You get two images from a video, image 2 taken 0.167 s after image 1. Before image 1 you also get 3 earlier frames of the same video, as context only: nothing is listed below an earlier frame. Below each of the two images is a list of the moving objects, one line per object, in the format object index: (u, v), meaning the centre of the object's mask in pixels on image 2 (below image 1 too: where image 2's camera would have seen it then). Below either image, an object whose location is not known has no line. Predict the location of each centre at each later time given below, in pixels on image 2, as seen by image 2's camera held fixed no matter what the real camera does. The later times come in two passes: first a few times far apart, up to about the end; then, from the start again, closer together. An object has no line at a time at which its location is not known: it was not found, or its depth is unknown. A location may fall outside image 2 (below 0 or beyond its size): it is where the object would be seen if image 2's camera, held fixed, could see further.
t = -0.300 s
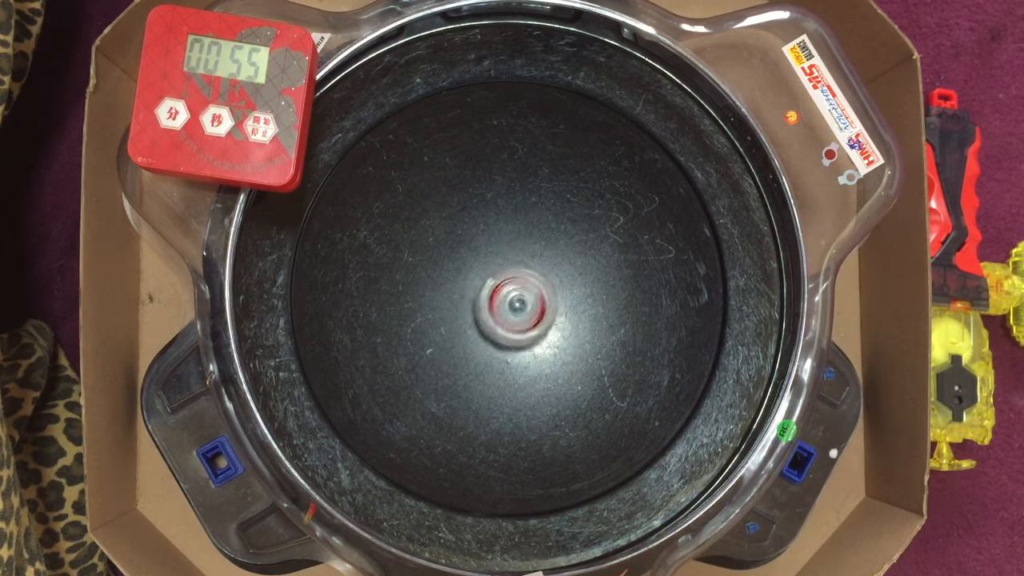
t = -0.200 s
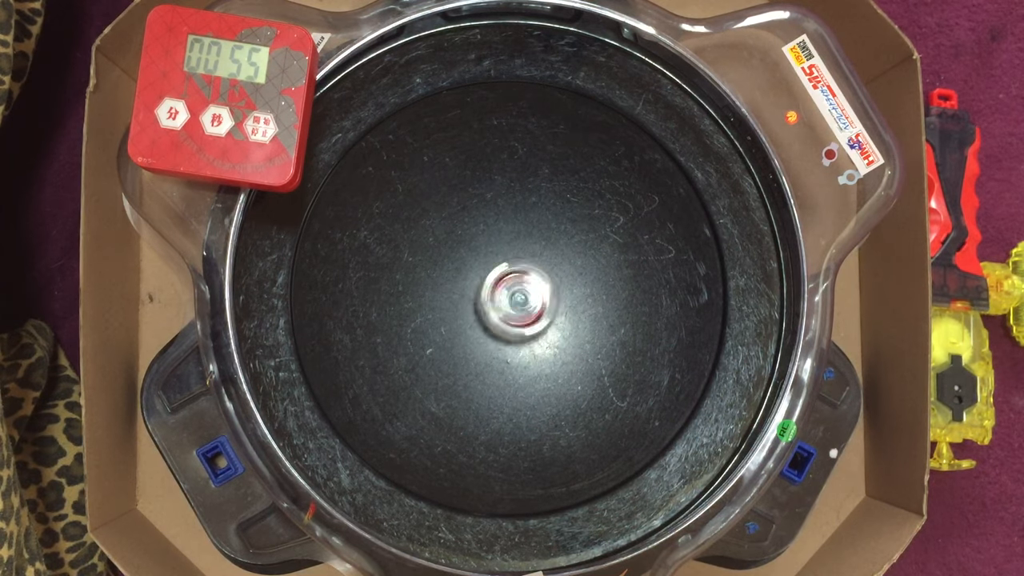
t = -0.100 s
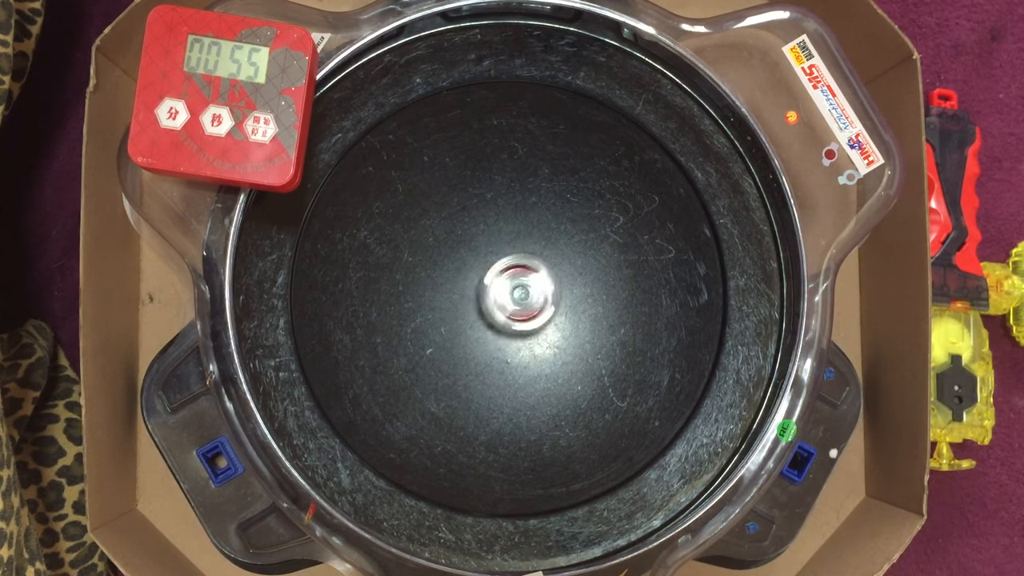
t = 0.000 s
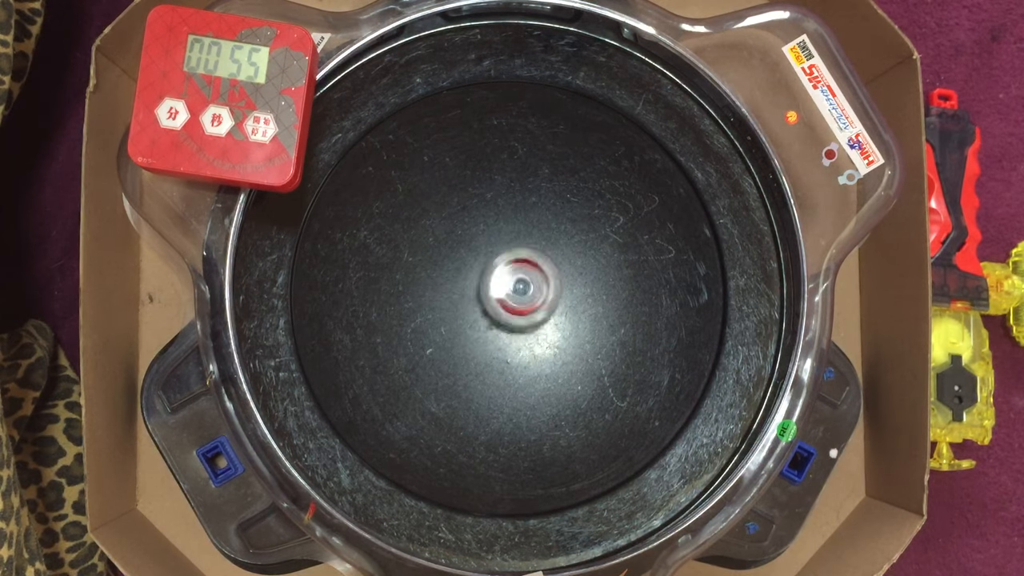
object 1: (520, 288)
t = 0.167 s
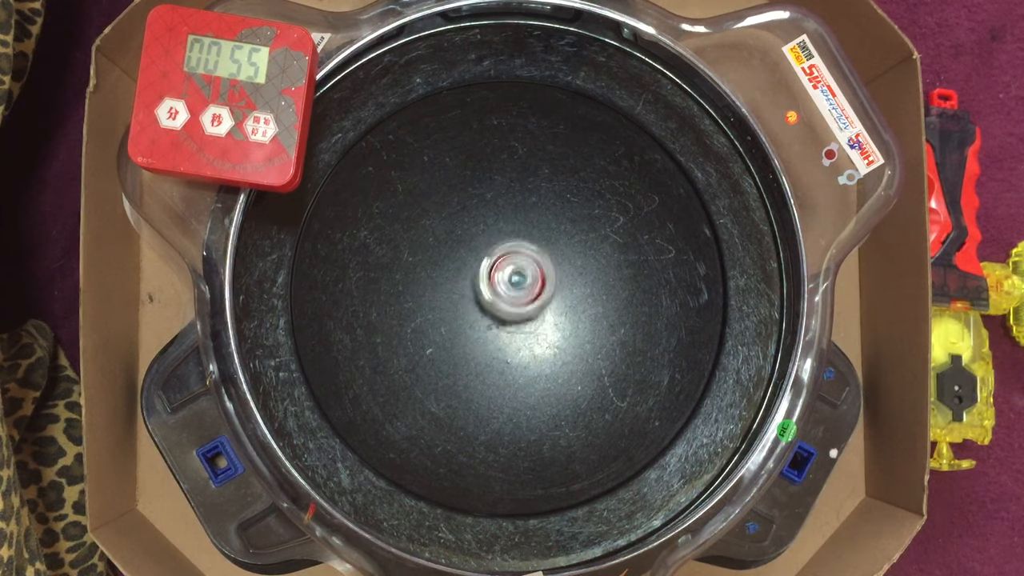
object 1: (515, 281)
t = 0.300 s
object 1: (507, 281)
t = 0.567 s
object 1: (498, 296)
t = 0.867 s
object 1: (494, 305)
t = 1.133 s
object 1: (503, 303)
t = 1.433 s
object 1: (515, 302)
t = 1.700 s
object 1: (521, 304)
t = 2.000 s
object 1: (511, 299)
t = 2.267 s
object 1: (497, 294)
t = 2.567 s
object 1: (495, 291)
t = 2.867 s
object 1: (510, 296)
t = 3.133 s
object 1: (520, 299)
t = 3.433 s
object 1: (518, 297)
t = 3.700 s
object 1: (504, 296)
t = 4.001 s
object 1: (494, 296)
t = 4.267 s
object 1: (496, 298)
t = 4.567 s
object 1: (499, 307)
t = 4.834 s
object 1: (504, 308)
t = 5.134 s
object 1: (505, 306)
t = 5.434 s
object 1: (512, 308)
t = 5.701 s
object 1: (511, 306)
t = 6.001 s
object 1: (517, 304)
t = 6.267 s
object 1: (516, 303)
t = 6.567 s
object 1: (516, 298)
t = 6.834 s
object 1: (518, 294)
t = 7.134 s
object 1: (506, 281)
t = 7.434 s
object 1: (515, 279)
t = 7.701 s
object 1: (527, 271)
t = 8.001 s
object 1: (543, 251)
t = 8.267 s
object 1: (529, 270)
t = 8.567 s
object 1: (488, 253)
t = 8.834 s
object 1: (500, 271)
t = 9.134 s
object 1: (538, 264)
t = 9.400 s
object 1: (532, 269)
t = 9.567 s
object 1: (512, 275)
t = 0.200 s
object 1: (513, 280)
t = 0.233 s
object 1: (512, 280)
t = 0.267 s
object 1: (509, 280)
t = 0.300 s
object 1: (507, 281)
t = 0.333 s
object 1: (504, 283)
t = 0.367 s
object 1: (503, 283)
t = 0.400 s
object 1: (501, 286)
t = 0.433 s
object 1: (499, 288)
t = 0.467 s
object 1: (500, 289)
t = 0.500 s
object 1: (497, 291)
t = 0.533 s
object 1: (497, 294)
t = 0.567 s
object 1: (498, 296)
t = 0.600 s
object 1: (496, 297)
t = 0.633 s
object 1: (495, 300)
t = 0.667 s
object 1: (497, 301)
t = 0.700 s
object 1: (495, 303)
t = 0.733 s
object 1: (493, 304)
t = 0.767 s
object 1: (496, 304)
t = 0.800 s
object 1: (496, 306)
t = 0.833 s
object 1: (493, 307)
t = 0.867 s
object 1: (494, 305)
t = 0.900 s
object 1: (497, 306)
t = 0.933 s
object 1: (495, 310)
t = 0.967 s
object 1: (496, 308)
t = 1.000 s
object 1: (498, 308)
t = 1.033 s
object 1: (497, 308)
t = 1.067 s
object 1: (500, 306)
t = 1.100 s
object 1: (501, 306)
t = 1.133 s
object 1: (503, 303)
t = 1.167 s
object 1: (505, 303)
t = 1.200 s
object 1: (505, 303)
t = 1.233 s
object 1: (507, 301)
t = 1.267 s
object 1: (510, 301)
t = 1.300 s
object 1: (511, 303)
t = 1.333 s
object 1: (510, 301)
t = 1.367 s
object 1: (513, 301)
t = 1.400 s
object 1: (515, 303)
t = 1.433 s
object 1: (515, 302)
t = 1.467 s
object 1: (517, 302)
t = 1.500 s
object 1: (518, 304)
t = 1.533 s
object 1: (518, 303)
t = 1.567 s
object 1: (521, 304)
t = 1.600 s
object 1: (520, 304)
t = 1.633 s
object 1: (521, 304)
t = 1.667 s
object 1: (521, 305)
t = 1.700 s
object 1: (521, 304)
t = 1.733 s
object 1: (521, 302)
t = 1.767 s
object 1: (520, 303)
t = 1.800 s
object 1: (519, 302)
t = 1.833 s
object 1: (519, 302)
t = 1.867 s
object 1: (517, 302)
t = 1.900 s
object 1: (516, 301)
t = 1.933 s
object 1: (515, 300)
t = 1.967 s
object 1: (514, 299)
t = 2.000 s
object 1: (511, 299)
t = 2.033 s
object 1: (508, 297)
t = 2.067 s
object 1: (506, 296)
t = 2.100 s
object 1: (504, 296)
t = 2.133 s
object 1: (503, 295)
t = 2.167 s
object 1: (500, 295)
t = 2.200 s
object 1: (499, 295)
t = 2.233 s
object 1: (498, 294)
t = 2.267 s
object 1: (497, 294)
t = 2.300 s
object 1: (497, 294)
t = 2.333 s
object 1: (495, 293)
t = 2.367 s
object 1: (495, 293)
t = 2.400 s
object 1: (494, 293)
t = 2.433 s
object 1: (494, 291)
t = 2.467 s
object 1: (494, 291)
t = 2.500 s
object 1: (493, 292)
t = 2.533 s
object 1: (494, 291)
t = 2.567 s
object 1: (495, 291)
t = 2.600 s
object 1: (496, 293)
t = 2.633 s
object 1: (496, 292)
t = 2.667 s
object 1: (498, 293)
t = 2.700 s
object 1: (500, 293)
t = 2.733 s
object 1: (500, 294)
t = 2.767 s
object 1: (502, 294)
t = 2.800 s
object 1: (505, 294)
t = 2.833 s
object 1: (506, 296)
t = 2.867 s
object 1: (510, 296)
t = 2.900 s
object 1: (511, 296)
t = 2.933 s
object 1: (512, 297)
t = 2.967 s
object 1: (514, 297)
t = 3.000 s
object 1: (515, 297)
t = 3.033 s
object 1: (516, 297)
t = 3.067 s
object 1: (517, 297)
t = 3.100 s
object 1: (518, 298)
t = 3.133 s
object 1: (520, 299)
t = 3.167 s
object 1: (520, 297)
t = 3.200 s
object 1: (520, 298)
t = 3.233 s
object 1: (520, 299)
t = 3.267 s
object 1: (521, 298)
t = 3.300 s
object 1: (521, 299)
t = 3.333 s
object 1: (520, 299)
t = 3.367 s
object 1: (519, 299)
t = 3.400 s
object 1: (519, 298)
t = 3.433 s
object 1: (518, 297)
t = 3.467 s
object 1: (516, 298)
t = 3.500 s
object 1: (515, 297)
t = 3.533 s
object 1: (513, 297)
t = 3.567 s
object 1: (510, 298)
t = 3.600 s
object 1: (510, 297)
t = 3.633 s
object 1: (507, 297)
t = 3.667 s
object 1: (504, 297)
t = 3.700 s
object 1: (504, 296)
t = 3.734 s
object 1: (502, 297)
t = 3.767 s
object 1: (500, 297)
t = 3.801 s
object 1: (499, 297)
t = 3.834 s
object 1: (497, 297)
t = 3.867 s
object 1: (495, 298)
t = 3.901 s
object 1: (495, 296)
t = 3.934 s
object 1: (495, 297)
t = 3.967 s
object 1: (495, 296)
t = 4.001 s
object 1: (494, 296)
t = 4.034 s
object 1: (496, 297)
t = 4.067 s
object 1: (495, 297)
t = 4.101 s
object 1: (493, 296)
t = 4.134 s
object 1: (497, 295)
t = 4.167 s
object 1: (498, 297)
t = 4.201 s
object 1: (497, 299)
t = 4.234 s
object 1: (495, 299)
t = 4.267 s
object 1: (496, 298)
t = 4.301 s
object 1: (498, 299)
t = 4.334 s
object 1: (500, 301)
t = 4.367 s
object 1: (500, 305)
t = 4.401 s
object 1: (499, 305)
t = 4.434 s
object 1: (497, 303)
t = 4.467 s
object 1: (500, 303)
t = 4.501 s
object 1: (502, 305)
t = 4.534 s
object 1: (500, 307)
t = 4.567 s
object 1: (499, 307)
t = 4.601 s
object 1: (499, 305)
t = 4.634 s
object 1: (500, 306)
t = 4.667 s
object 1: (500, 307)
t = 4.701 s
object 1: (500, 308)
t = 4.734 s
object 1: (500, 306)
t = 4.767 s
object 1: (502, 304)
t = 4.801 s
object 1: (505, 305)
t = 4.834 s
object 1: (504, 308)
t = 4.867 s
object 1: (503, 310)
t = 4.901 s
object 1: (501, 308)
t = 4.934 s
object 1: (503, 306)
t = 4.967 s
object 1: (504, 306)
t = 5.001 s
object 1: (507, 307)
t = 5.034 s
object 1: (507, 311)
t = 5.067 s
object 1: (504, 312)
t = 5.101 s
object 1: (503, 308)
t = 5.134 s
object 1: (505, 306)
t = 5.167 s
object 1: (509, 307)
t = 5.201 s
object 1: (509, 308)
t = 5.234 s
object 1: (509, 309)
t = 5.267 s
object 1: (508, 310)
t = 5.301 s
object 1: (507, 310)
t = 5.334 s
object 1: (507, 305)
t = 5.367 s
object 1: (510, 304)
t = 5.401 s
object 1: (513, 309)
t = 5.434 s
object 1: (512, 308)
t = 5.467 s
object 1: (512, 310)
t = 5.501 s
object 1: (511, 308)
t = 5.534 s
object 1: (512, 307)
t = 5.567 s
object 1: (514, 304)
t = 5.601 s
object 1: (516, 306)
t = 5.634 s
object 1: (515, 309)
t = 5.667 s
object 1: (512, 310)
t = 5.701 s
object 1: (511, 306)
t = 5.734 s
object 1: (513, 306)
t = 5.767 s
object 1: (514, 305)
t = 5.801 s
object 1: (516, 305)
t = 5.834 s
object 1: (515, 307)
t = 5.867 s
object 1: (513, 308)
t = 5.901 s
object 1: (512, 303)
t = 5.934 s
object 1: (514, 301)
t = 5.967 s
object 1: (517, 303)
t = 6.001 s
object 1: (517, 304)
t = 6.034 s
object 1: (516, 304)
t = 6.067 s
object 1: (515, 304)
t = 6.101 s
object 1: (514, 302)
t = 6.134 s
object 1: (516, 299)
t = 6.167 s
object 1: (519, 300)
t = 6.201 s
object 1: (521, 303)
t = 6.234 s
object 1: (517, 304)
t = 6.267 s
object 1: (516, 303)
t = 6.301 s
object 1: (516, 302)
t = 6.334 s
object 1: (516, 300)
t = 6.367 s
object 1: (519, 298)
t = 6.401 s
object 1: (520, 300)
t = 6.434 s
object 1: (520, 302)
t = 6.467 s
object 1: (517, 304)
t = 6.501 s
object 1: (515, 302)
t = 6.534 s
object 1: (516, 300)
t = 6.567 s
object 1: (516, 298)
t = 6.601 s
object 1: (521, 297)
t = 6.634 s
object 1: (520, 299)
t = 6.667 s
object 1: (519, 301)
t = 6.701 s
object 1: (516, 303)
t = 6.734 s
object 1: (514, 300)
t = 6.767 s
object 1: (515, 297)
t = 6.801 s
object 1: (515, 296)
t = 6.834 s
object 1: (518, 294)
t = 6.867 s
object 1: (520, 297)
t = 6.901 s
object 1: (520, 299)
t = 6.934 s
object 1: (518, 304)
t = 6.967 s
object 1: (515, 303)
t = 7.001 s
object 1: (513, 303)
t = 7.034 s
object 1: (508, 301)
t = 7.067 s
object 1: (504, 295)
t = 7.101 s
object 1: (503, 287)
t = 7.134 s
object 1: (506, 281)
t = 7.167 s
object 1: (507, 277)
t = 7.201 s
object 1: (511, 275)
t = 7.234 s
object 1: (513, 274)
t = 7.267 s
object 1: (514, 276)
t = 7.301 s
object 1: (514, 275)
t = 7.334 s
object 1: (515, 277)
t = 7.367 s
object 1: (515, 277)
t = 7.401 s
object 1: (516, 277)
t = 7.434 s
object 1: (515, 279)
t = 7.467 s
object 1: (516, 277)
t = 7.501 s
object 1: (517, 278)
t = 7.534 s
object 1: (517, 278)
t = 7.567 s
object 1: (519, 276)
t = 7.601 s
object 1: (520, 276)
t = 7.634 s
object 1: (521, 275)
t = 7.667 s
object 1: (523, 273)
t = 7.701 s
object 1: (527, 271)
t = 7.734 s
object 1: (529, 270)
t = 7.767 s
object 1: (532, 268)
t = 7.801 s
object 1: (534, 267)
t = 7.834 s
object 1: (535, 265)
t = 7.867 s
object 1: (538, 262)
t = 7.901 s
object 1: (540, 259)
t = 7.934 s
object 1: (542, 256)
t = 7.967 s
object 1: (543, 253)
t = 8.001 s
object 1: (543, 251)
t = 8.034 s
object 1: (543, 251)
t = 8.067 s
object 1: (543, 251)
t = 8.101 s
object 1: (543, 252)
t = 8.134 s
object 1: (542, 254)
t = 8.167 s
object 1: (541, 258)
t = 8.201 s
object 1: (537, 262)
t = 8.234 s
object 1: (534, 266)
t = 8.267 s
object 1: (529, 270)
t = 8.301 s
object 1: (524, 272)
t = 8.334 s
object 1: (519, 274)
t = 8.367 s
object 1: (513, 274)
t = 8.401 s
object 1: (506, 273)
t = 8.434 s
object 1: (499, 270)
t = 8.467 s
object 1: (494, 265)
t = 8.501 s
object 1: (491, 261)
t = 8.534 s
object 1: (489, 257)
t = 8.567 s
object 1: (488, 253)
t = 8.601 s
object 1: (487, 251)
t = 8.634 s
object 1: (487, 251)
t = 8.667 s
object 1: (487, 252)
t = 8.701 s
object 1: (488, 254)
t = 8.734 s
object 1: (490, 258)
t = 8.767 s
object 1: (493, 263)
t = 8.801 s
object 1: (496, 267)
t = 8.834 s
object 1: (500, 271)
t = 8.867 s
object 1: (507, 274)
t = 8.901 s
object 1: (512, 275)
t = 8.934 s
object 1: (517, 275)
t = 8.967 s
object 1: (522, 275)
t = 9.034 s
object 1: (529, 271)
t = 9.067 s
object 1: (533, 269)
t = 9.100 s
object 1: (535, 266)
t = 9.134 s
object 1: (538, 264)
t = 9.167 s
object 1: (539, 262)
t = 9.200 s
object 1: (540, 260)
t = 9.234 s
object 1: (540, 260)
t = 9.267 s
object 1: (540, 261)
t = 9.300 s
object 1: (539, 262)
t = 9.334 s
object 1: (537, 265)
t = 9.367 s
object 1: (534, 267)
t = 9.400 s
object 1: (532, 269)
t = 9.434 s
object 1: (529, 271)
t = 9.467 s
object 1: (526, 273)
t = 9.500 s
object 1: (522, 274)
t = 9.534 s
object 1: (518, 275)
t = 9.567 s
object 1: (512, 275)
